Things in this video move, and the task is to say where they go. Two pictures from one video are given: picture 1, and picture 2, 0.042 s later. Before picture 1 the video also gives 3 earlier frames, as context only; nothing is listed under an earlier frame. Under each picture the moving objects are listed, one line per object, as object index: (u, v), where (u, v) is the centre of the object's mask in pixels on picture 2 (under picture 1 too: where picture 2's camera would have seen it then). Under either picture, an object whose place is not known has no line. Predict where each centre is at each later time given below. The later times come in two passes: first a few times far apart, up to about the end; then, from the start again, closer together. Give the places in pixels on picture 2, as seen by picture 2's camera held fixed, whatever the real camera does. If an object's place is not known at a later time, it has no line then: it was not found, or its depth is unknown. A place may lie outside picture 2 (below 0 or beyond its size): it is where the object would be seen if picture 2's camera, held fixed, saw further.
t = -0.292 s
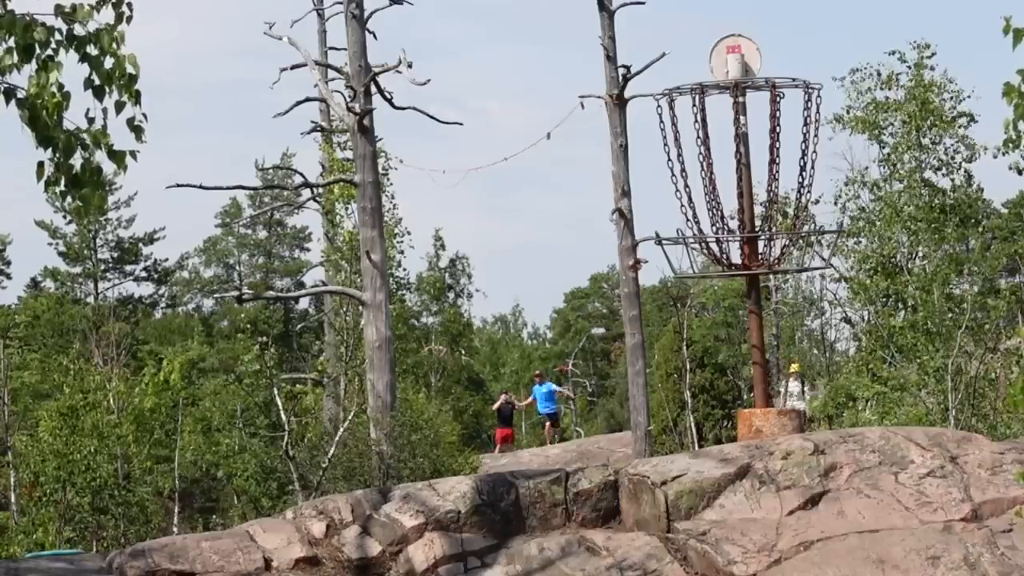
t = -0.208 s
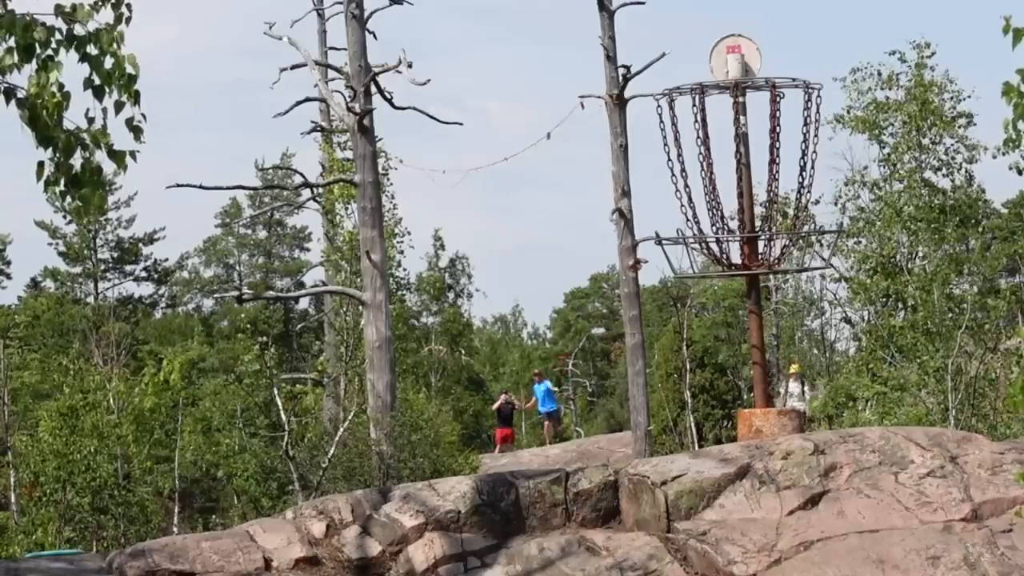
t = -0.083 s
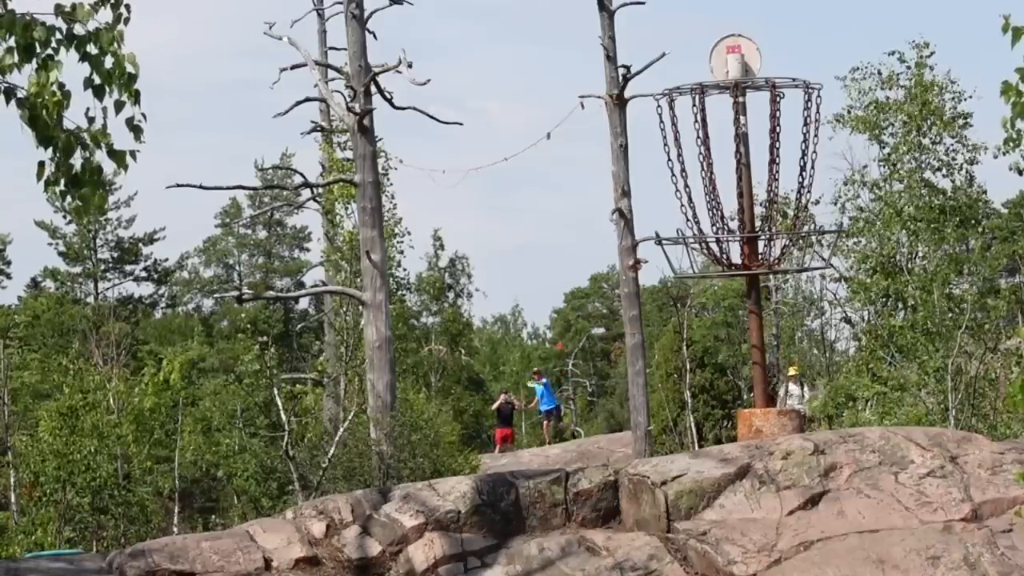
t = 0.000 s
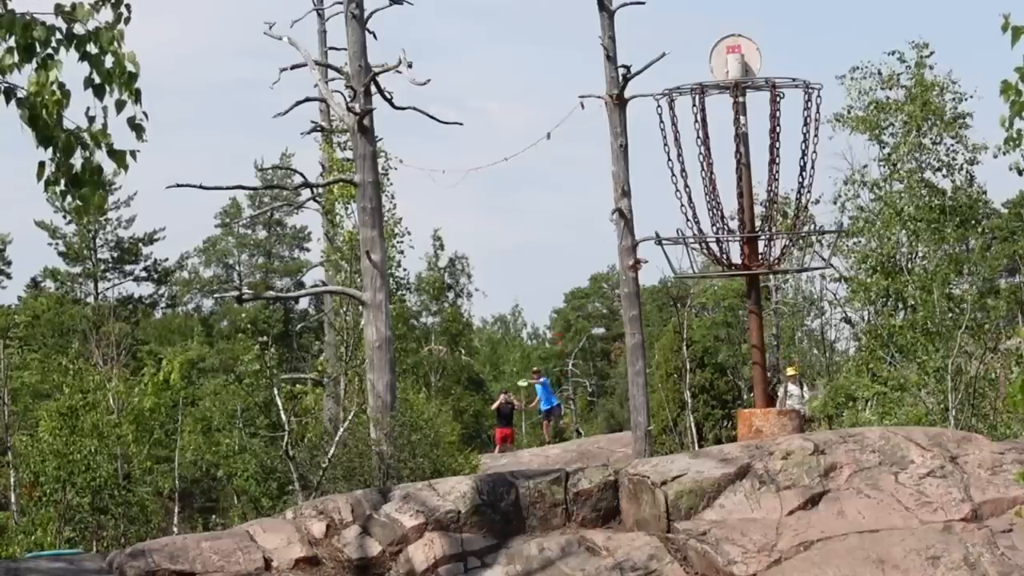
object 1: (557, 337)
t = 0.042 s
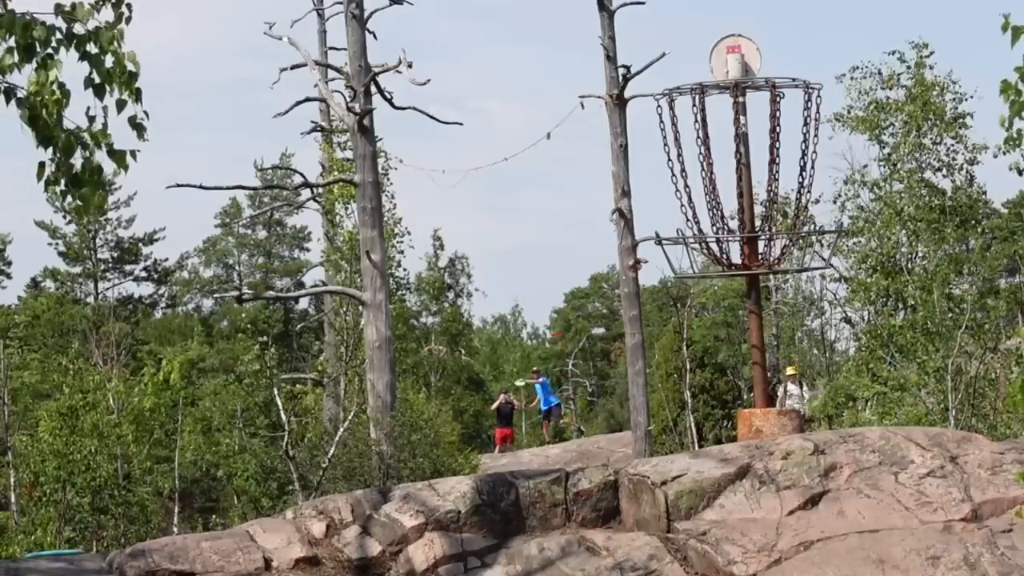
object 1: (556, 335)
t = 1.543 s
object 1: (445, 186)
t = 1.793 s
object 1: (419, 149)
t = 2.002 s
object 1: (399, 112)
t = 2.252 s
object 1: (381, 69)
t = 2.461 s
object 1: (372, 46)
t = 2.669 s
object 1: (373, 45)
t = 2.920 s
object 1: (398, 65)
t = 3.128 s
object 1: (460, 108)
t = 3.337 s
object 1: (596, 193)
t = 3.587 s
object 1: (952, 419)
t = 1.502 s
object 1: (450, 192)
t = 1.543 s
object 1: (445, 186)
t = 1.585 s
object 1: (441, 180)
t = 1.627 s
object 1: (437, 174)
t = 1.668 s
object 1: (432, 168)
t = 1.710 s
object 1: (428, 162)
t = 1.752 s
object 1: (423, 155)
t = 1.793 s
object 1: (419, 149)
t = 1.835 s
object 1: (415, 142)
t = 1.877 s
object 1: (411, 134)
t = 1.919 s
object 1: (407, 127)
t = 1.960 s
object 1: (403, 120)
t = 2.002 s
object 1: (399, 112)
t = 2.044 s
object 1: (396, 105)
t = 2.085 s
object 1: (392, 97)
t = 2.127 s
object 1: (389, 90)
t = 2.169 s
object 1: (386, 83)
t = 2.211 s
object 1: (382, 76)
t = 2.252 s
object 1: (381, 69)
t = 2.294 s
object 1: (378, 64)
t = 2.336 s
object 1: (376, 58)
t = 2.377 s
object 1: (375, 53)
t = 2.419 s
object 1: (374, 49)
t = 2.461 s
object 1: (372, 46)
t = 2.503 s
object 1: (371, 43)
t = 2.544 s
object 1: (371, 43)
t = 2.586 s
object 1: (371, 42)
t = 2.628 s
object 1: (372, 43)
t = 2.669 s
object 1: (373, 45)
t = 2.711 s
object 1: (374, 47)
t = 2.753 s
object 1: (377, 50)
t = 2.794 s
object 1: (381, 53)
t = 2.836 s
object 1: (385, 56)
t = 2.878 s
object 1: (390, 61)
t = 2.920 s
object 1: (398, 65)
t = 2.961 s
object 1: (407, 72)
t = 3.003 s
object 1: (416, 79)
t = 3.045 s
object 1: (429, 87)
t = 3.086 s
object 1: (443, 97)
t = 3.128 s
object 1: (460, 108)
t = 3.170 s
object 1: (480, 120)
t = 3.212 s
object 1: (503, 134)
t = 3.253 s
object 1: (530, 151)
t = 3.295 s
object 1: (560, 170)
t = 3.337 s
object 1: (596, 193)
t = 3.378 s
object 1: (636, 218)
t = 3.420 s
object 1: (683, 247)
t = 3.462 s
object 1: (736, 282)
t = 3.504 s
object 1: (798, 321)
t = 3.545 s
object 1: (870, 367)
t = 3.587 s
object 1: (952, 419)
